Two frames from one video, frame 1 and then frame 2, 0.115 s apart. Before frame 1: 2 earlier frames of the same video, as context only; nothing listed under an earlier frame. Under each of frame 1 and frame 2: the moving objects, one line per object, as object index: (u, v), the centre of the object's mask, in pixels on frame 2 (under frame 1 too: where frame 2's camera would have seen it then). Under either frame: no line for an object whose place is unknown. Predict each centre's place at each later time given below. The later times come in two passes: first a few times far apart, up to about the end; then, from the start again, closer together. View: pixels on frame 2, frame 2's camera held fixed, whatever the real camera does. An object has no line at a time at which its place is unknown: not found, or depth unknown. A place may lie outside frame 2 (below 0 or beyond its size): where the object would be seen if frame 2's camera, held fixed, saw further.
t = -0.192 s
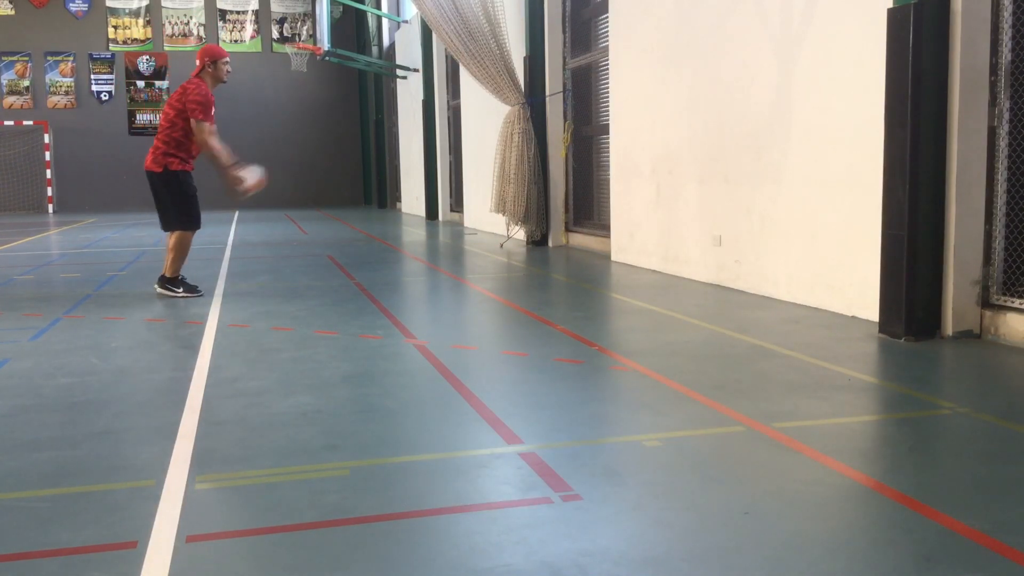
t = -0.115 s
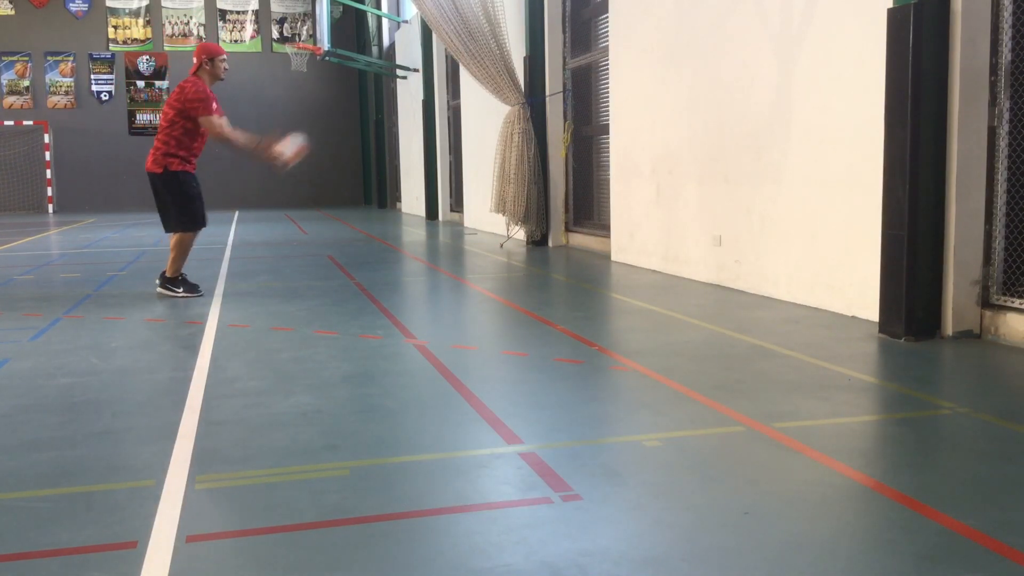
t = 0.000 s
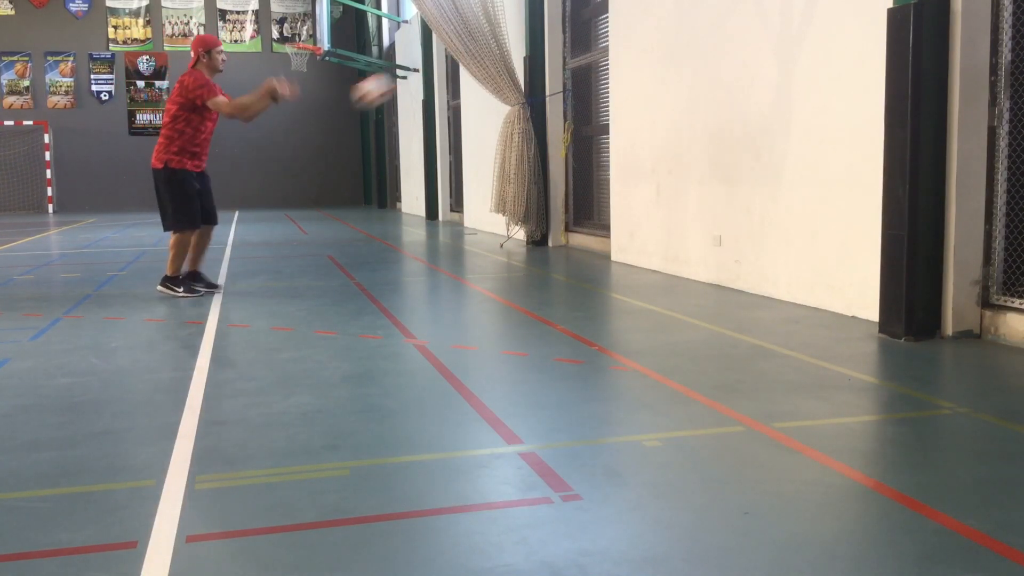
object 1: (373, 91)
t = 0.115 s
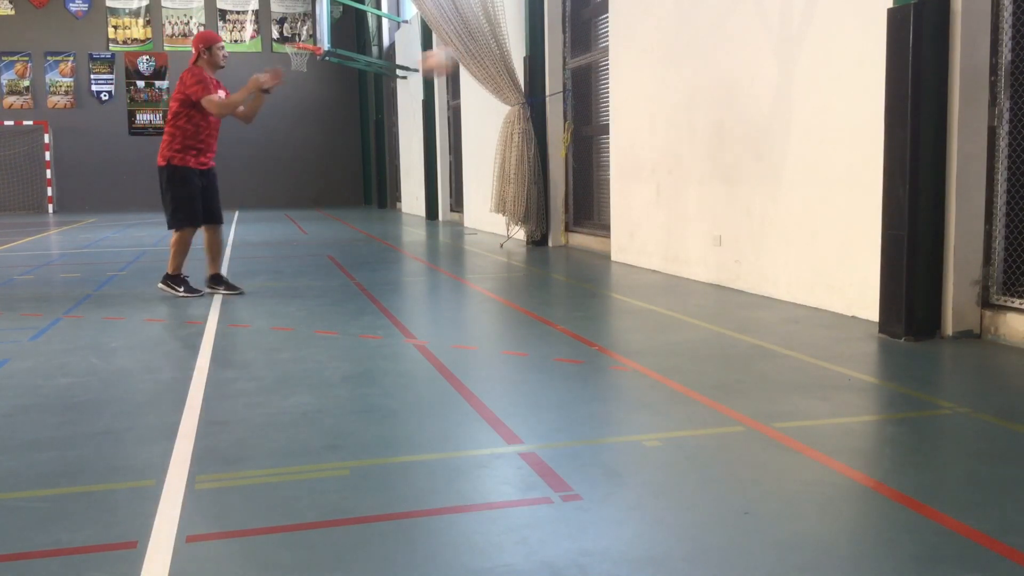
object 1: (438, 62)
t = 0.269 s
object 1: (526, 47)
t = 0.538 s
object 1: (672, 85)
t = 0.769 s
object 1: (634, 151)
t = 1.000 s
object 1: (543, 268)
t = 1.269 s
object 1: (445, 177)
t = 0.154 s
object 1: (458, 55)
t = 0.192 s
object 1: (478, 51)
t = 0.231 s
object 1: (500, 48)
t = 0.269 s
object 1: (526, 47)
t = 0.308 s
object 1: (544, 47)
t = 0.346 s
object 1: (565, 48)
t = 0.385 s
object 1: (584, 52)
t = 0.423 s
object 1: (606, 57)
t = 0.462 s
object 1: (630, 66)
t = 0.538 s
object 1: (672, 85)
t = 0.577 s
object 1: (698, 97)
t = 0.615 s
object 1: (699, 106)
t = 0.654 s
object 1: (677, 114)
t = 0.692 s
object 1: (662, 124)
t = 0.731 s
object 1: (648, 137)
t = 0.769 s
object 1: (634, 151)
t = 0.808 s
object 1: (618, 165)
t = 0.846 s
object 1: (601, 184)
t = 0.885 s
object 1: (589, 201)
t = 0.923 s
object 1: (574, 221)
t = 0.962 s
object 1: (555, 245)
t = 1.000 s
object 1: (543, 268)
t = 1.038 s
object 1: (519, 256)
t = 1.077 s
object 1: (506, 240)
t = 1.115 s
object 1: (495, 223)
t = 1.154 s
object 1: (483, 211)
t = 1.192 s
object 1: (469, 197)
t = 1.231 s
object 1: (458, 186)
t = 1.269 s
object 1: (445, 177)
